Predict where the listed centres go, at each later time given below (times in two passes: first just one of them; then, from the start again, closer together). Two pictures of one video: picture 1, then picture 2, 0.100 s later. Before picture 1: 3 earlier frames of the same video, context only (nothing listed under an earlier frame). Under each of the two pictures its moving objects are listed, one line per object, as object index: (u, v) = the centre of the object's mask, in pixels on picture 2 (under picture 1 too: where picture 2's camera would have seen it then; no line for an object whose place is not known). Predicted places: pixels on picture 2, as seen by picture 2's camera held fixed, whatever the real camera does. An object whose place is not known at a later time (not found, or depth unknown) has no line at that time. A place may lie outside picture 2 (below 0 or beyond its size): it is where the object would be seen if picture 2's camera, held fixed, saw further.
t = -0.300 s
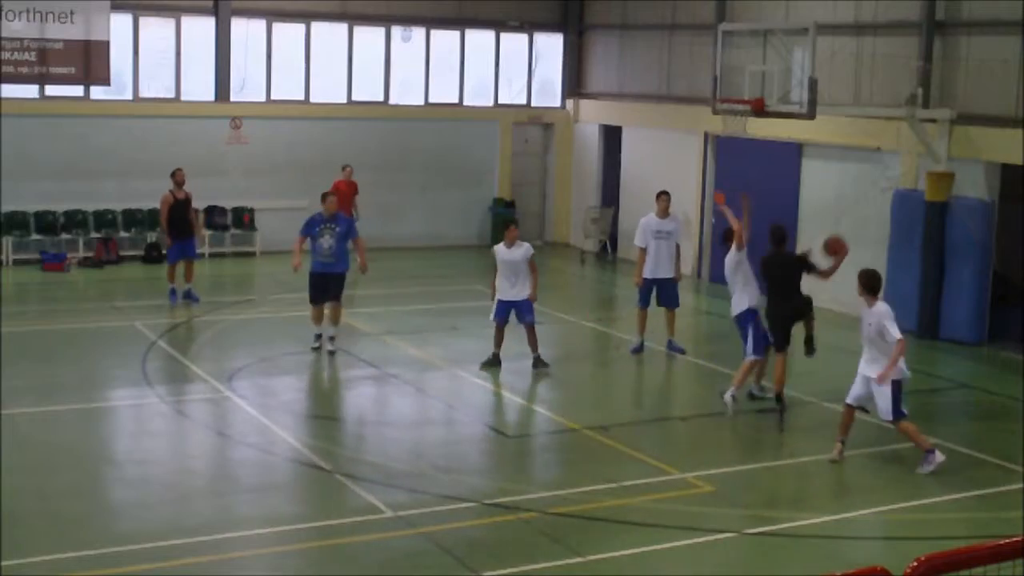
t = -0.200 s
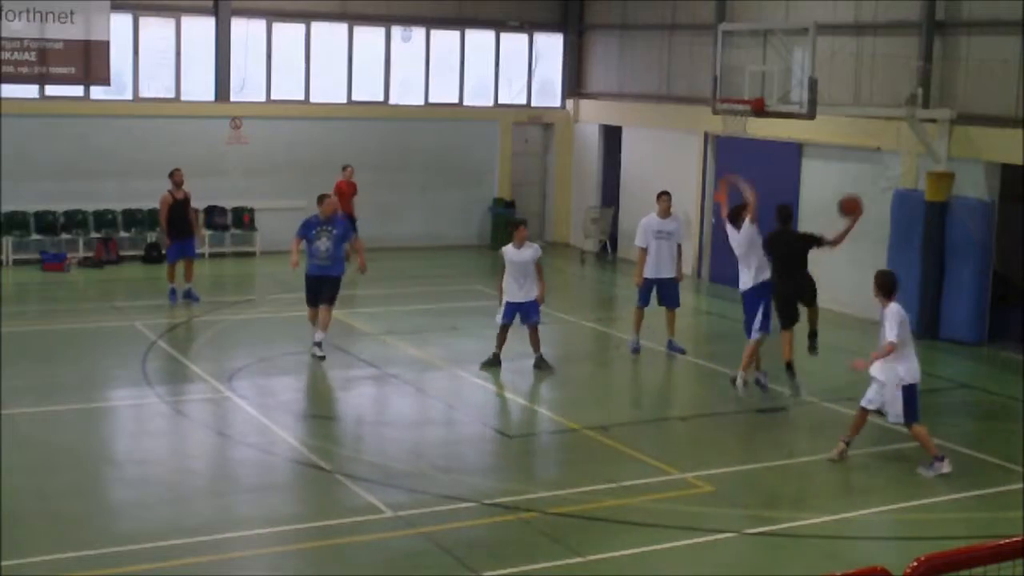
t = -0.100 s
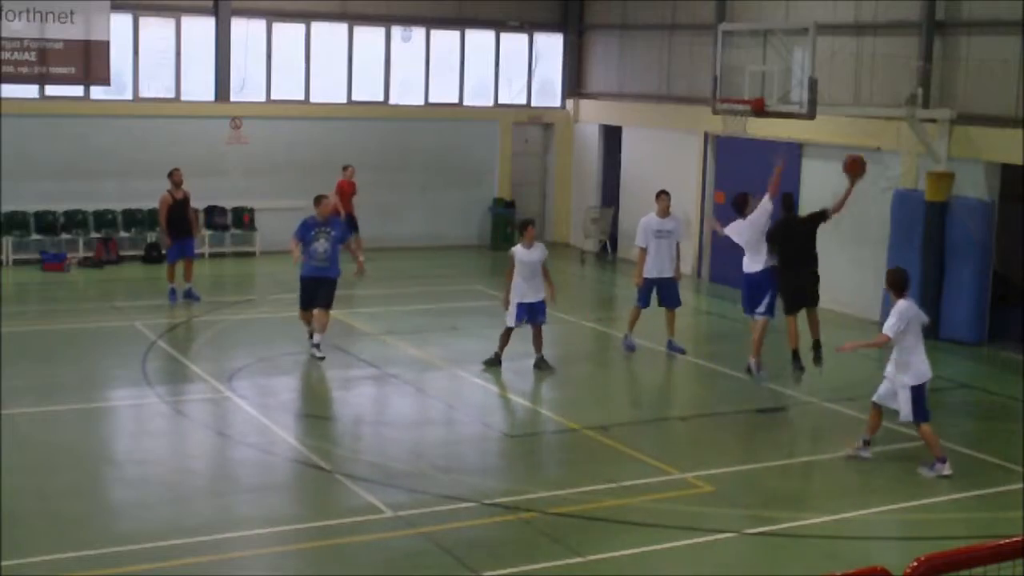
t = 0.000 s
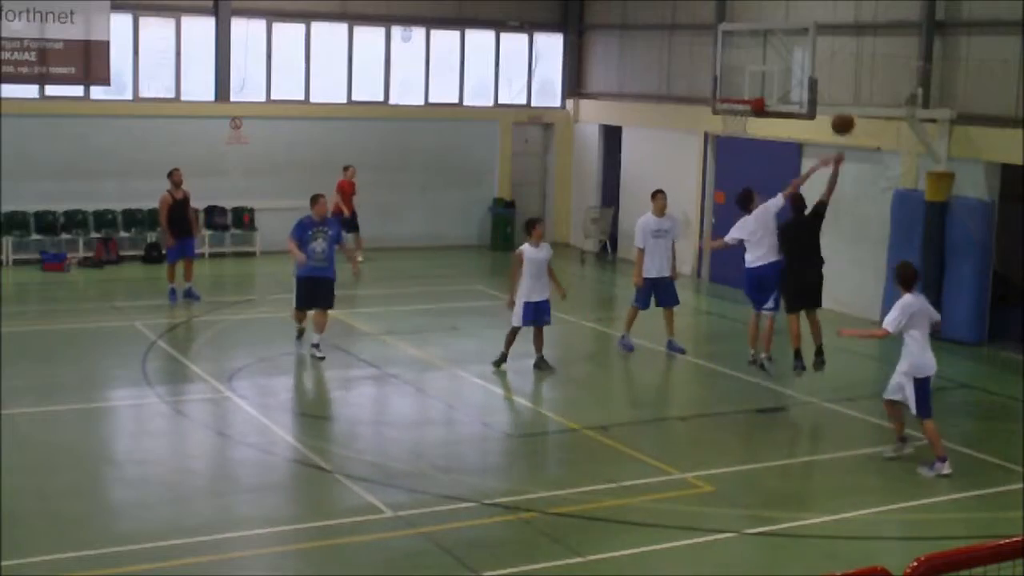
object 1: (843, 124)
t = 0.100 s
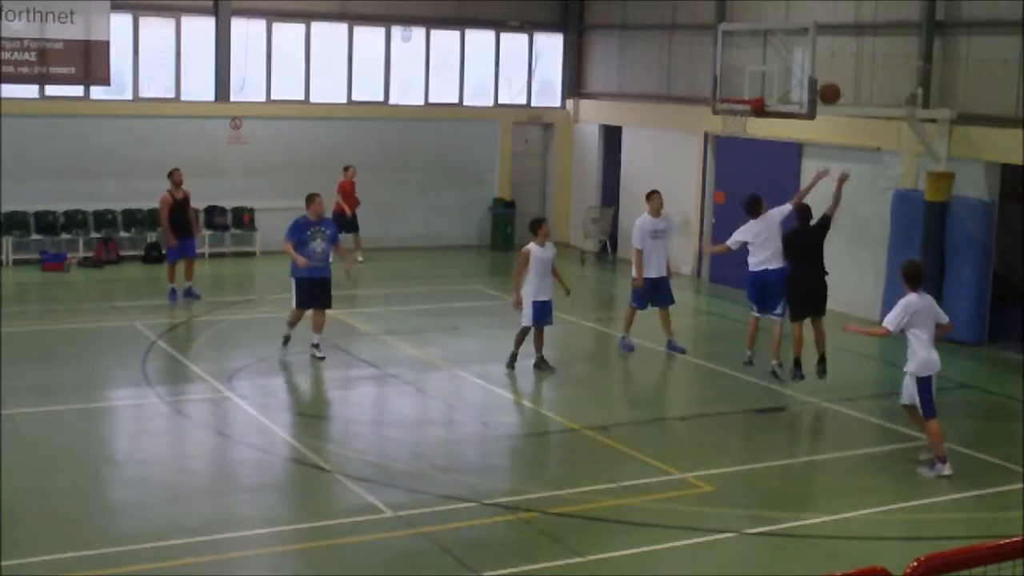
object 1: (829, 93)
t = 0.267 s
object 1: (807, 66)
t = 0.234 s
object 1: (811, 70)
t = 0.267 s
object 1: (807, 66)
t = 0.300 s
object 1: (803, 64)
